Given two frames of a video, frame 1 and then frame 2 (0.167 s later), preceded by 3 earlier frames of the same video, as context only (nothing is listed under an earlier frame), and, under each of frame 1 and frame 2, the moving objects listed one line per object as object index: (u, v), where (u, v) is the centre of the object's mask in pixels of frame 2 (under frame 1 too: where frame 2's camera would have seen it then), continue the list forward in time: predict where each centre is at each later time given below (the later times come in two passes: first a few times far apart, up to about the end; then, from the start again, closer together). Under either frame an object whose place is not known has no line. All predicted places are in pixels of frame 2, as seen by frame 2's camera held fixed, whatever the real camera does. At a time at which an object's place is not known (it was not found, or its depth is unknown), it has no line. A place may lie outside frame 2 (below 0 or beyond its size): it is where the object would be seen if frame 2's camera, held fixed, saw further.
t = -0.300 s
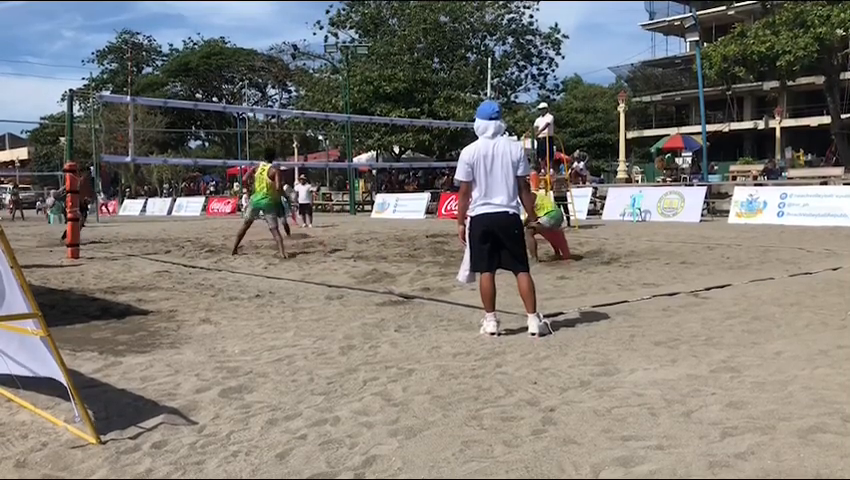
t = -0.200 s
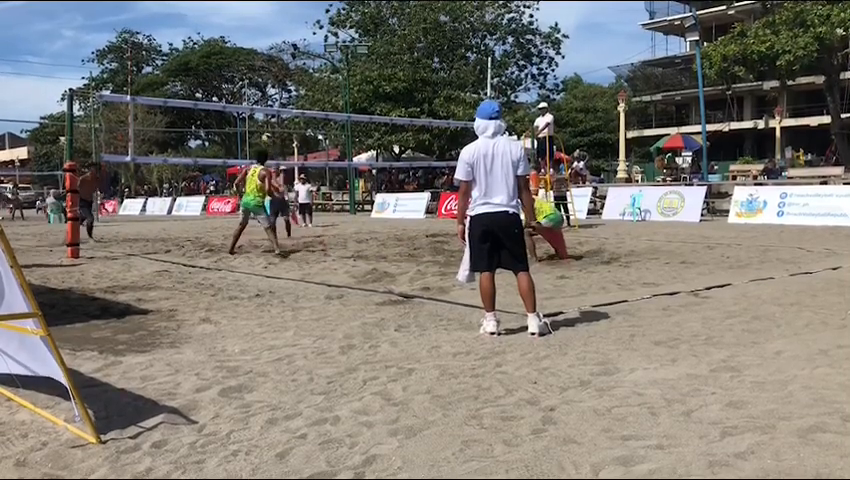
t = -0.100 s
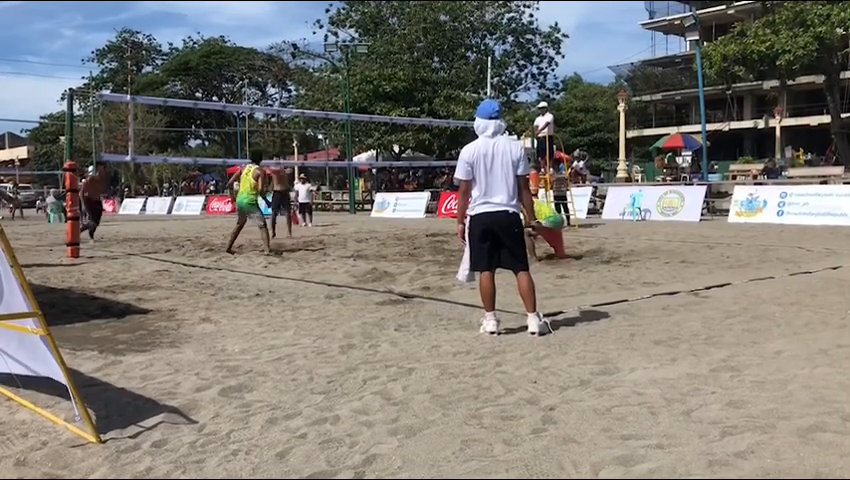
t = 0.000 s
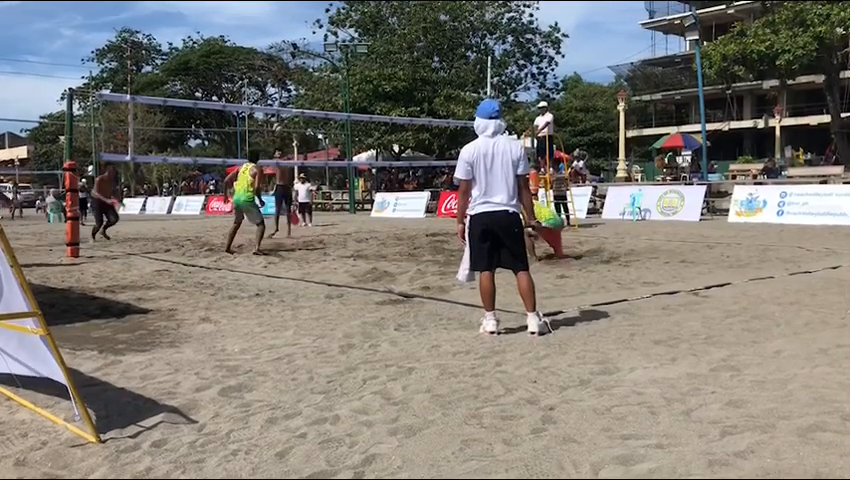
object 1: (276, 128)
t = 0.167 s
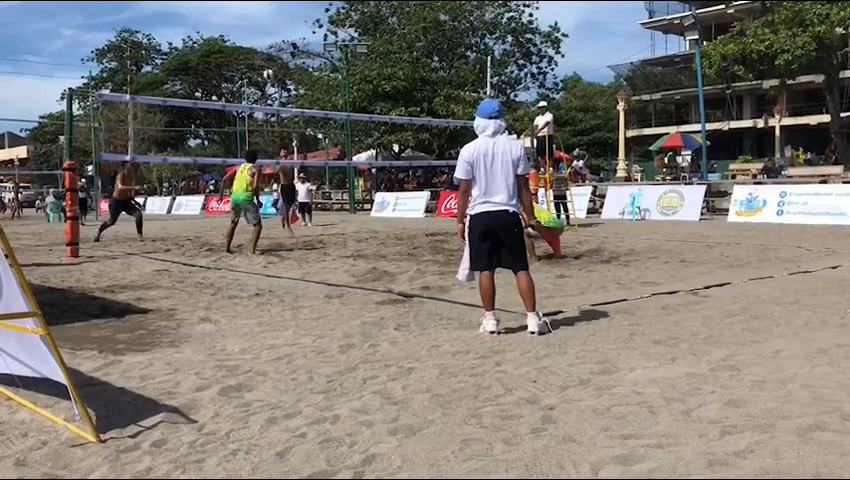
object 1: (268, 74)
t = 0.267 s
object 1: (263, 48)
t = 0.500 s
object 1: (252, 7)
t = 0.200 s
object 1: (266, 65)
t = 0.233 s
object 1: (265, 56)
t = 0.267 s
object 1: (263, 48)
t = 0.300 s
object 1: (261, 41)
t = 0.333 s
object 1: (260, 34)
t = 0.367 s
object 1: (258, 27)
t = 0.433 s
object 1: (255, 15)
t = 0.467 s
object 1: (254, 11)
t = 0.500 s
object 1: (252, 7)
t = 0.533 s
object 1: (251, 3)
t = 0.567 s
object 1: (249, 1)
